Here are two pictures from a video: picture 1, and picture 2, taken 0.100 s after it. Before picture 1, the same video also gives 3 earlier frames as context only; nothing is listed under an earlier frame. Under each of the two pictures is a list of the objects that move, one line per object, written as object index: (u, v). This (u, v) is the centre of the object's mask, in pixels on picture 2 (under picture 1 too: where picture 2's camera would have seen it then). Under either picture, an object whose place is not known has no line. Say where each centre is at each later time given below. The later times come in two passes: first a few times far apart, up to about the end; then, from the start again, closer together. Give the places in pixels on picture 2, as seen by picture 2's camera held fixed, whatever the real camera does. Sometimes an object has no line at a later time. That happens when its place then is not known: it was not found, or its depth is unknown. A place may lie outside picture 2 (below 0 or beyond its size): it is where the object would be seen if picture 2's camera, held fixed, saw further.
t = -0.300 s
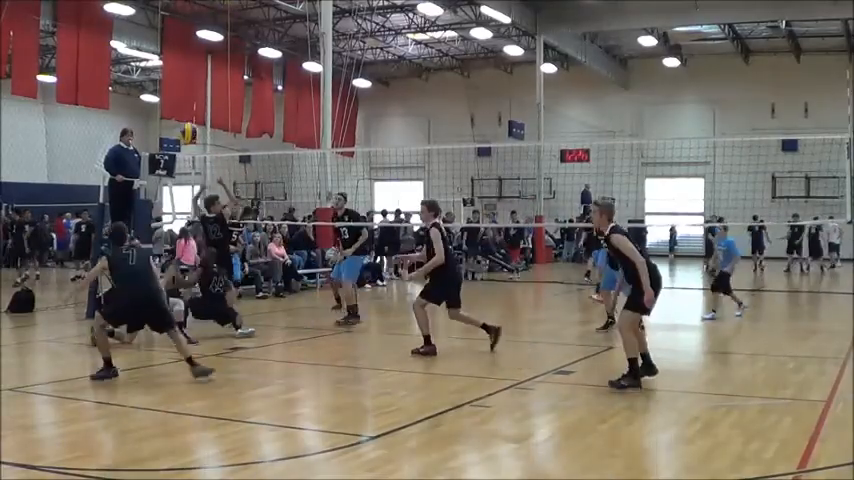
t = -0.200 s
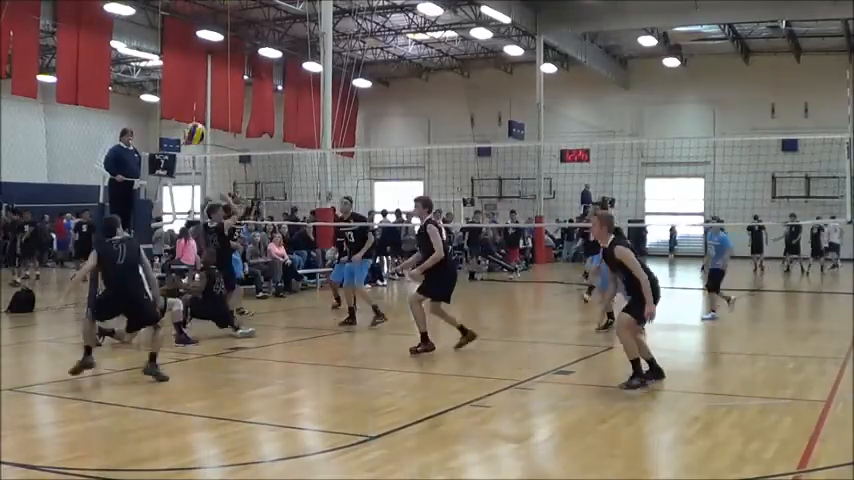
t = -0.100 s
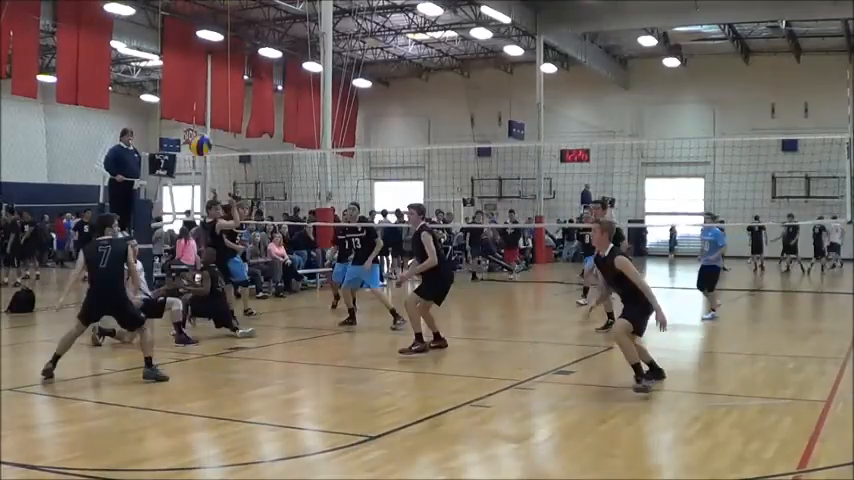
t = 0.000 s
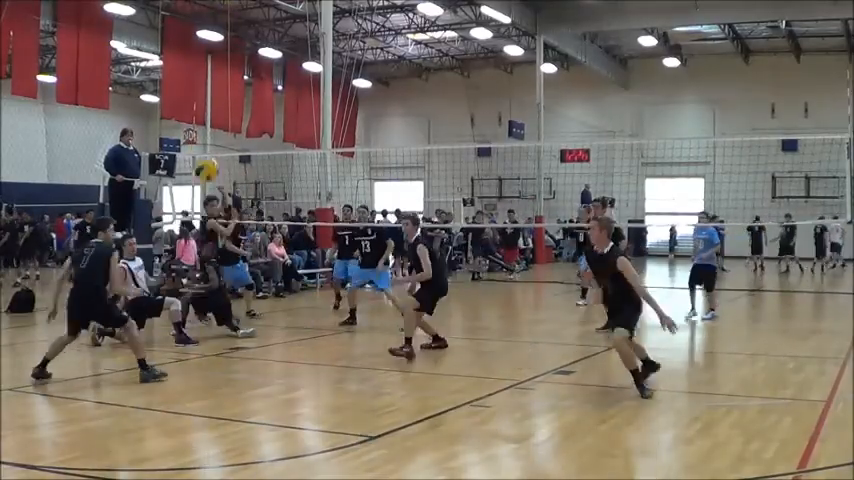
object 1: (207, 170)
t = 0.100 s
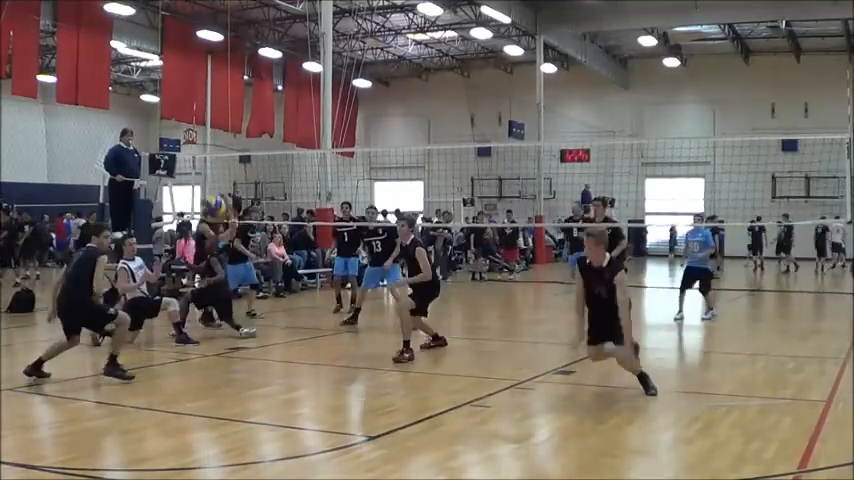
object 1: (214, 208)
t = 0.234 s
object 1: (222, 289)
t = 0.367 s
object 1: (230, 409)
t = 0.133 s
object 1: (215, 225)
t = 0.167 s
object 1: (218, 244)
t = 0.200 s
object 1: (218, 266)
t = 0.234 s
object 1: (222, 289)
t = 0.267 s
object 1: (223, 313)
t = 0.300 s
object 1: (225, 342)
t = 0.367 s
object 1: (230, 409)
